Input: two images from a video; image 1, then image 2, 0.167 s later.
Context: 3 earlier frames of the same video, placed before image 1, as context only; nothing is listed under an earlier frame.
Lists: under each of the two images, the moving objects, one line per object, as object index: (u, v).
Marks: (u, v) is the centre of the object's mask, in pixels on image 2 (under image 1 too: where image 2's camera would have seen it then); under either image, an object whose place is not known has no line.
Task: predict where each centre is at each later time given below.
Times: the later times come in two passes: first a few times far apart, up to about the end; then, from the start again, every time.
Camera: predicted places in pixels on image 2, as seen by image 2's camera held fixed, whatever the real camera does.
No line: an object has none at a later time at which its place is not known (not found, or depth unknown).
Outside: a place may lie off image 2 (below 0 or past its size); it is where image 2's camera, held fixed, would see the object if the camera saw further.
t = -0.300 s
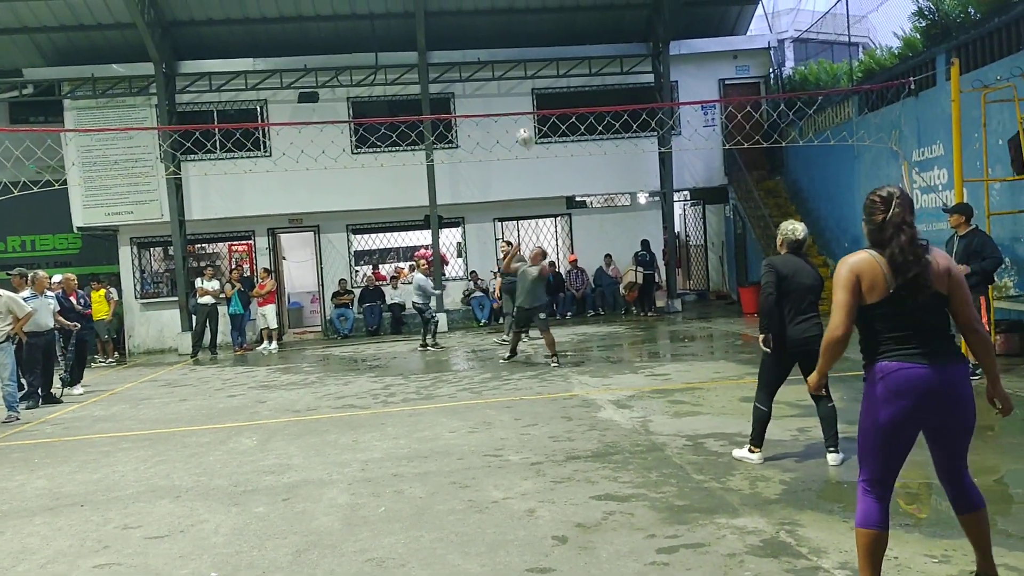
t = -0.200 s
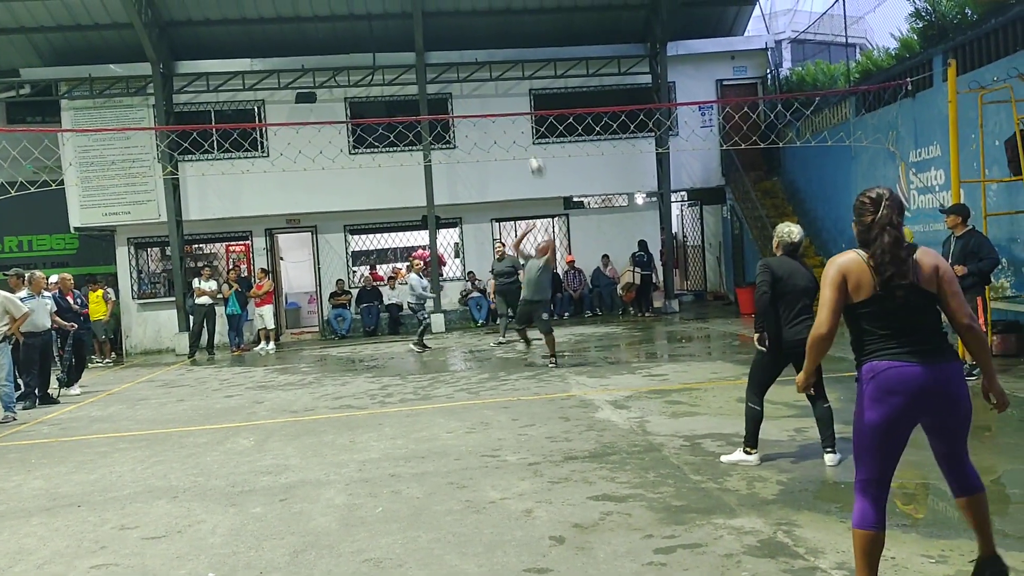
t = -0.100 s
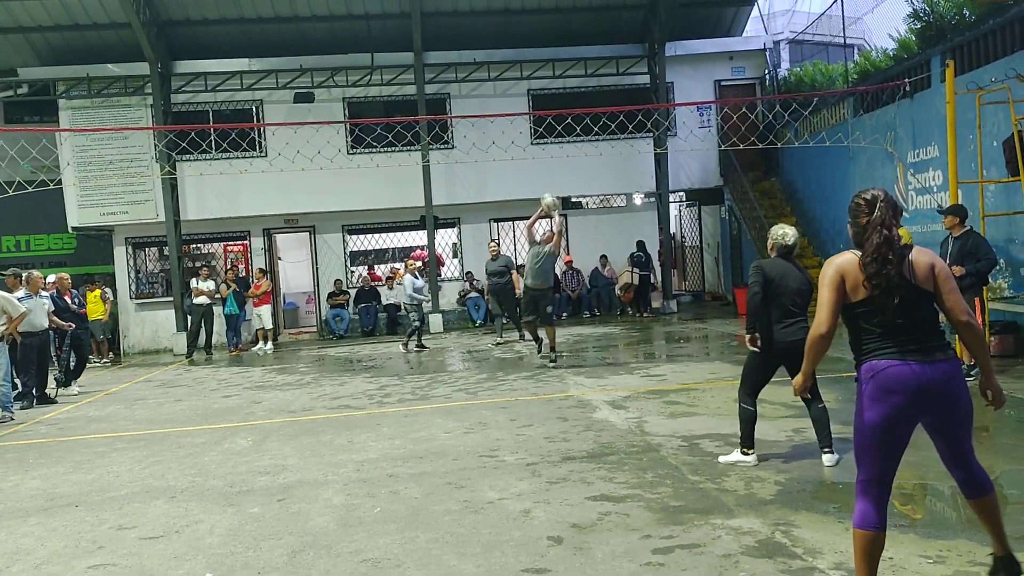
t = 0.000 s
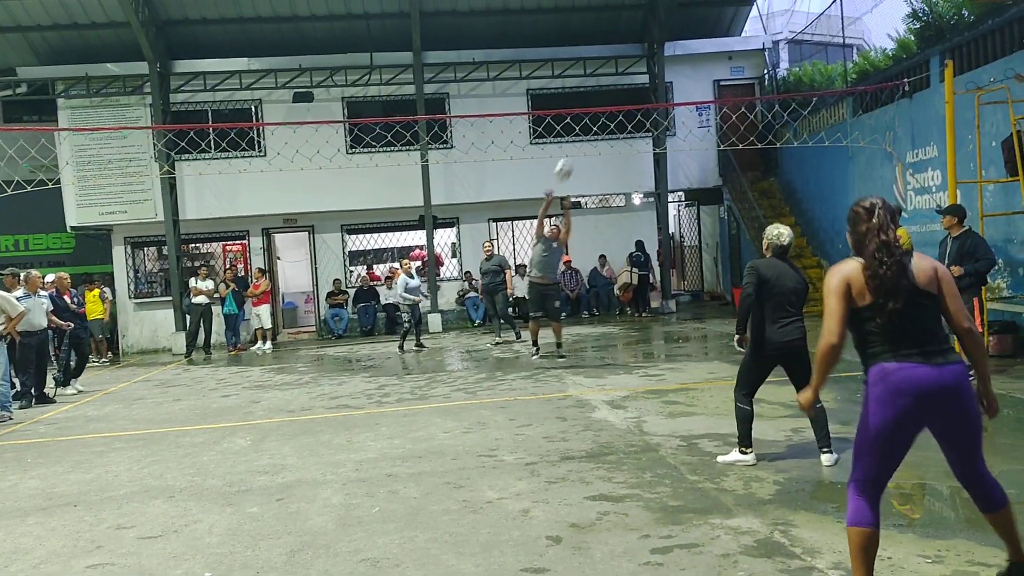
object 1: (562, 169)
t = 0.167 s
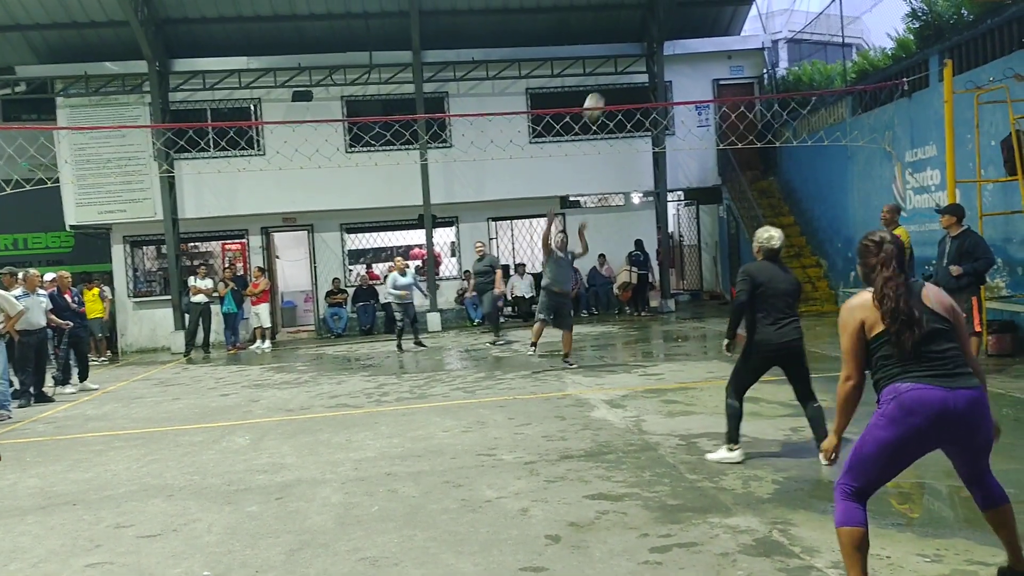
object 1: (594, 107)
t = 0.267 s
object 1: (615, 73)
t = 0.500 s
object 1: (675, 22)
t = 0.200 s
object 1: (600, 94)
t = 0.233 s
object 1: (607, 85)
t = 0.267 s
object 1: (615, 73)
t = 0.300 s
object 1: (622, 64)
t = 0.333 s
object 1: (630, 55)
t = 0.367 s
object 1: (639, 47)
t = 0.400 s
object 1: (648, 40)
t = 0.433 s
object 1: (657, 33)
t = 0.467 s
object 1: (666, 26)
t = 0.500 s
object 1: (675, 22)
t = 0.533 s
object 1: (684, 18)
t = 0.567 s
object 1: (694, 15)
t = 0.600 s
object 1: (703, 13)
